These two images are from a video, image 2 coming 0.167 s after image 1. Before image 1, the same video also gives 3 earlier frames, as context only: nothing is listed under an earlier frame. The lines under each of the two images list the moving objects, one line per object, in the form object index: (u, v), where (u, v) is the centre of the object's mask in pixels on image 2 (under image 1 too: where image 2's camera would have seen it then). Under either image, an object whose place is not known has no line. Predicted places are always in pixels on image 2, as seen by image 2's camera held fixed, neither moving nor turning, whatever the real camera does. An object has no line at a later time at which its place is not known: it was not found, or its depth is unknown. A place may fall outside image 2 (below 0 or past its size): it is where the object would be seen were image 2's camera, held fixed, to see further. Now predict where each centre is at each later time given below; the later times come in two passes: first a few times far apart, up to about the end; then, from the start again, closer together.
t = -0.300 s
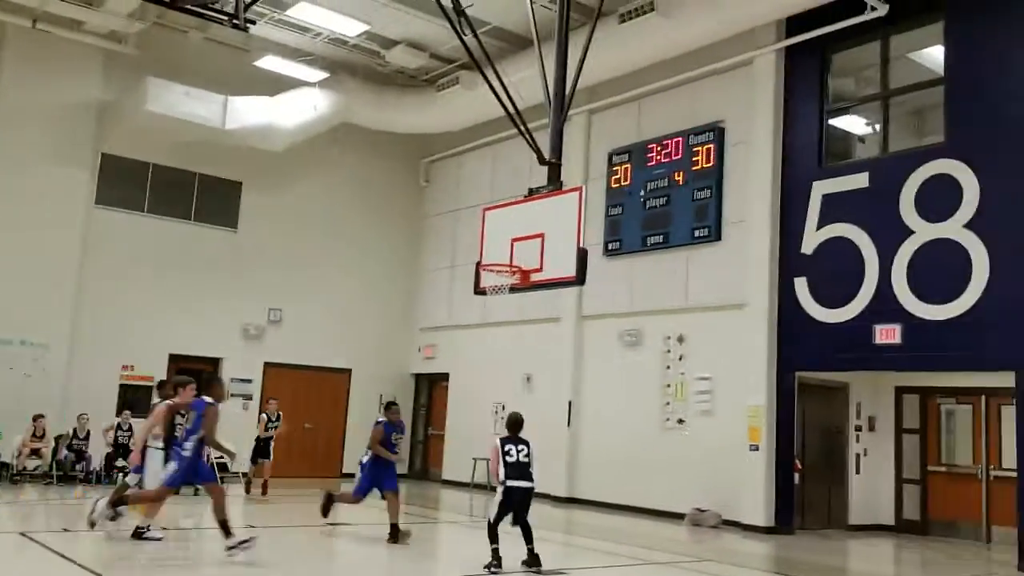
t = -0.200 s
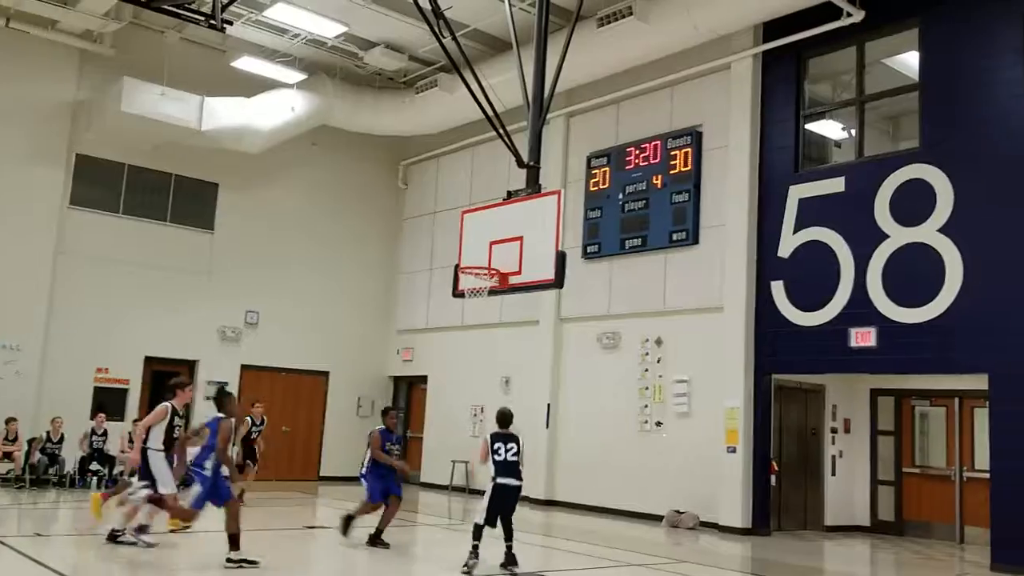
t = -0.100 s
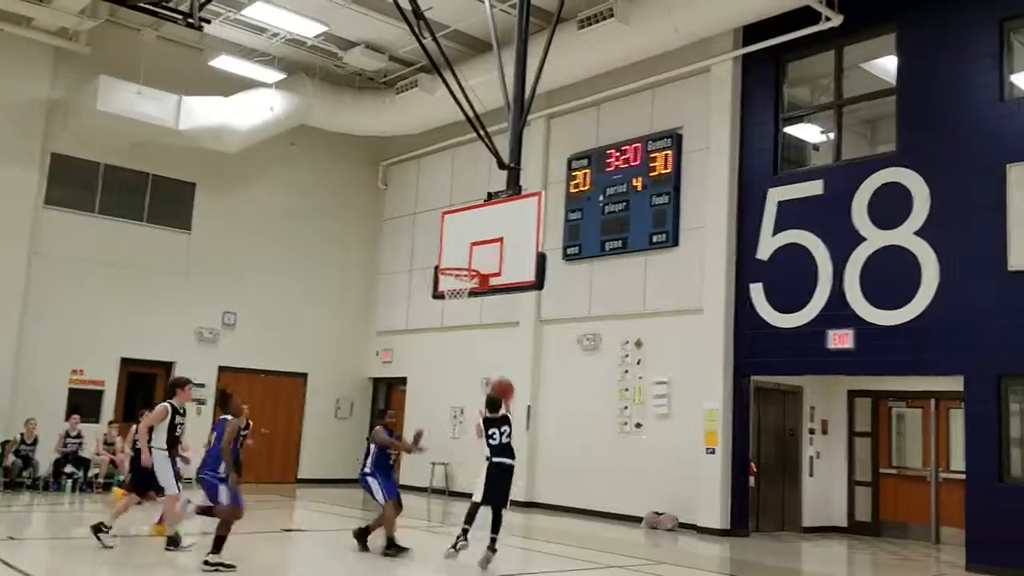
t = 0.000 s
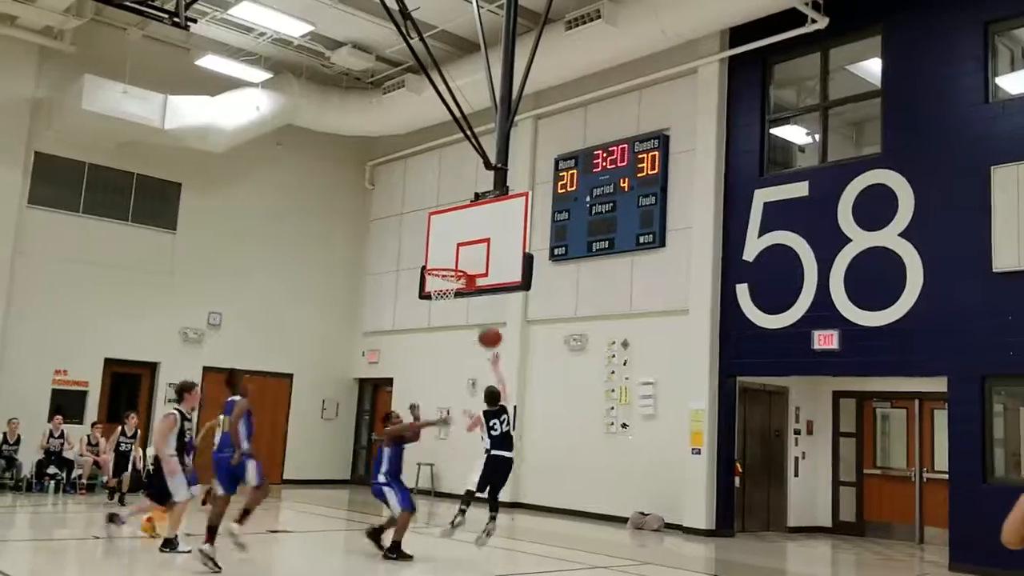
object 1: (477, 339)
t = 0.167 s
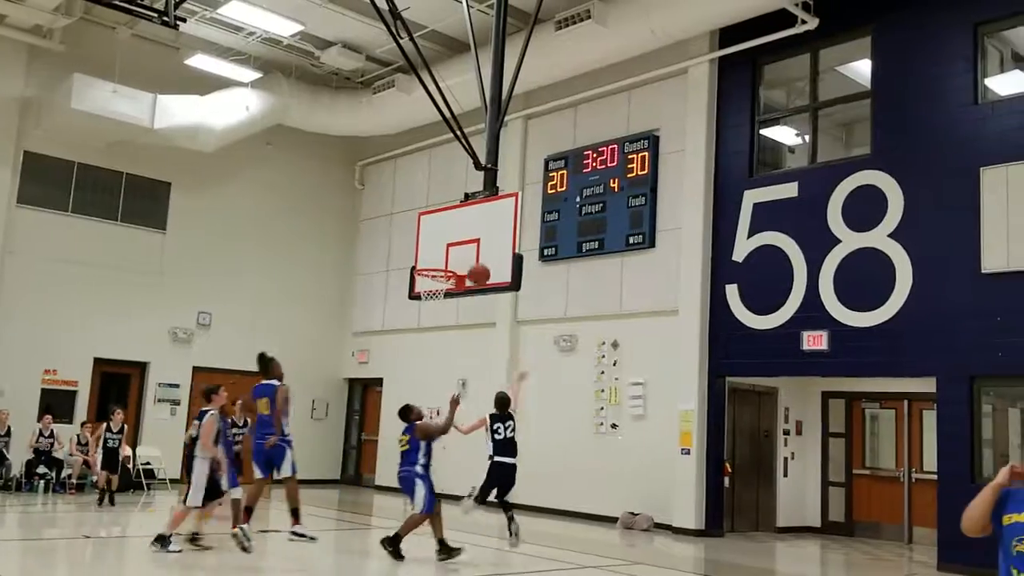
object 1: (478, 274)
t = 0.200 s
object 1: (479, 265)
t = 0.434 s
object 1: (476, 232)
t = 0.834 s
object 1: (426, 278)
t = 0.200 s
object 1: (479, 265)
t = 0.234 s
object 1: (479, 258)
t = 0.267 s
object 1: (478, 250)
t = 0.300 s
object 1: (478, 244)
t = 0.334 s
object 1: (477, 239)
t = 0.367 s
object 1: (477, 236)
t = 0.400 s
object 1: (477, 233)
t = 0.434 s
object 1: (476, 232)
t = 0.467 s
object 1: (476, 231)
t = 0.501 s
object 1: (475, 232)
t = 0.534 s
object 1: (471, 233)
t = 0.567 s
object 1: (465, 233)
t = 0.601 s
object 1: (461, 236)
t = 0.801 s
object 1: (431, 264)
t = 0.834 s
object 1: (426, 278)
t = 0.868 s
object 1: (425, 286)
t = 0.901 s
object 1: (427, 293)
